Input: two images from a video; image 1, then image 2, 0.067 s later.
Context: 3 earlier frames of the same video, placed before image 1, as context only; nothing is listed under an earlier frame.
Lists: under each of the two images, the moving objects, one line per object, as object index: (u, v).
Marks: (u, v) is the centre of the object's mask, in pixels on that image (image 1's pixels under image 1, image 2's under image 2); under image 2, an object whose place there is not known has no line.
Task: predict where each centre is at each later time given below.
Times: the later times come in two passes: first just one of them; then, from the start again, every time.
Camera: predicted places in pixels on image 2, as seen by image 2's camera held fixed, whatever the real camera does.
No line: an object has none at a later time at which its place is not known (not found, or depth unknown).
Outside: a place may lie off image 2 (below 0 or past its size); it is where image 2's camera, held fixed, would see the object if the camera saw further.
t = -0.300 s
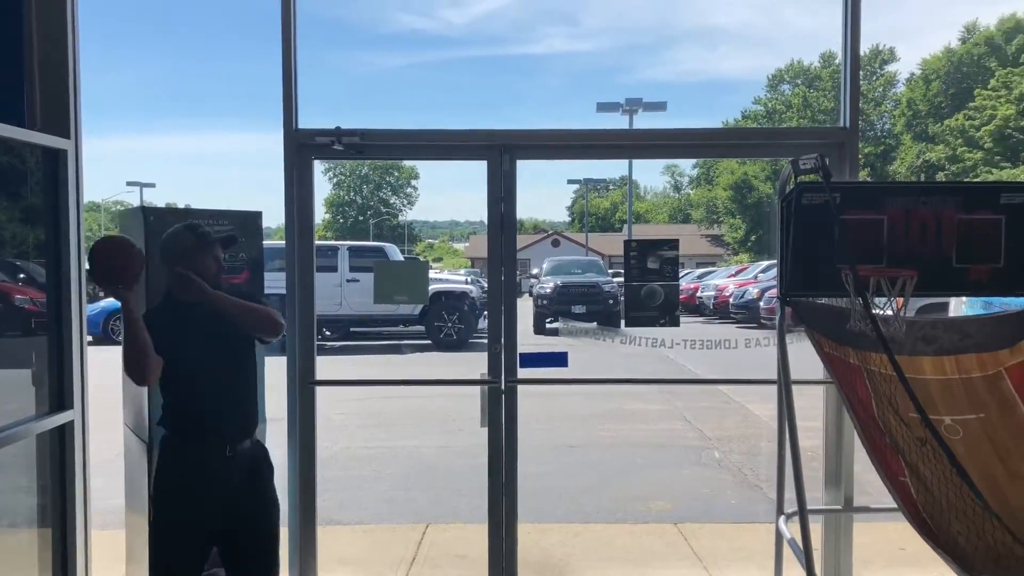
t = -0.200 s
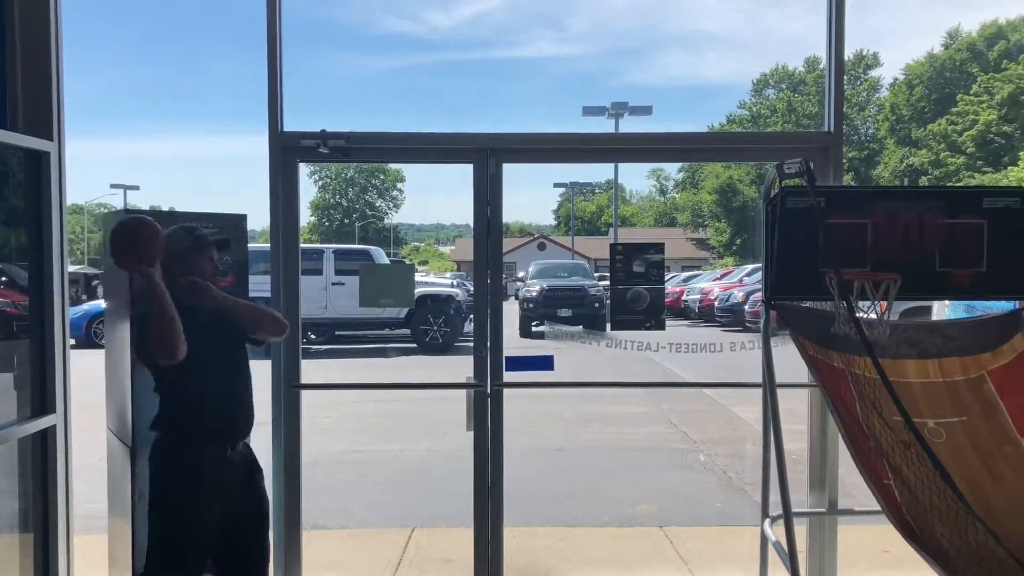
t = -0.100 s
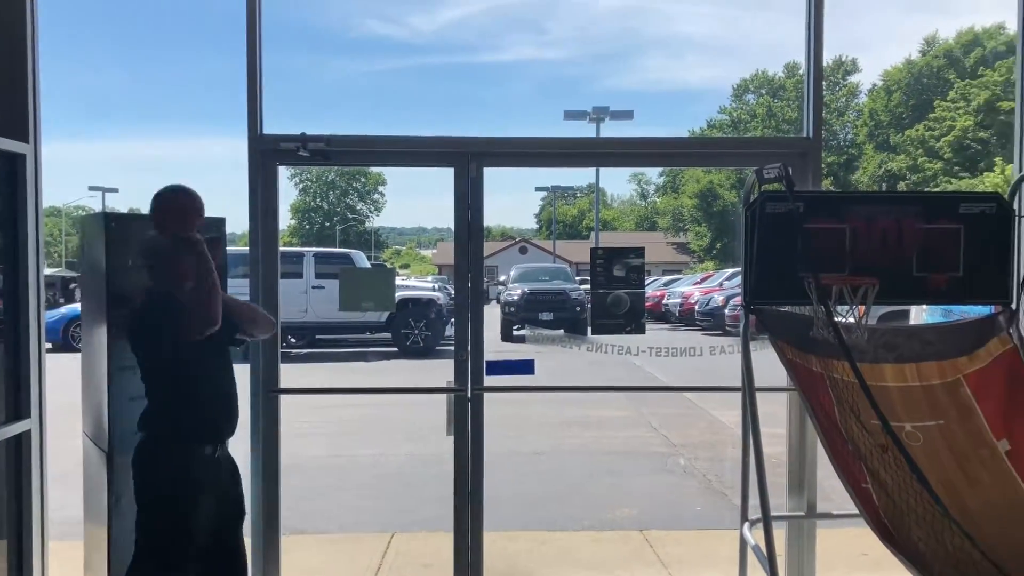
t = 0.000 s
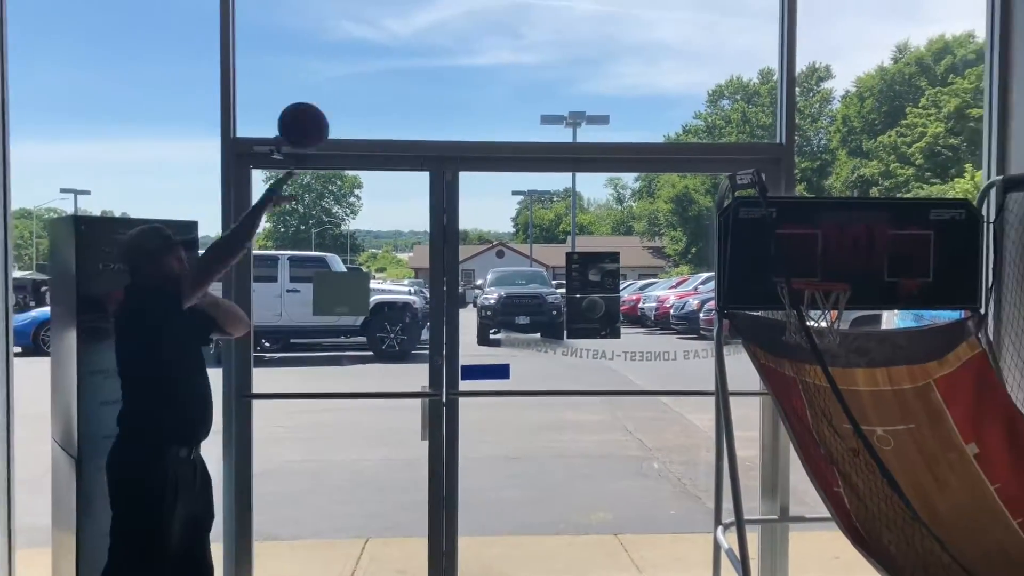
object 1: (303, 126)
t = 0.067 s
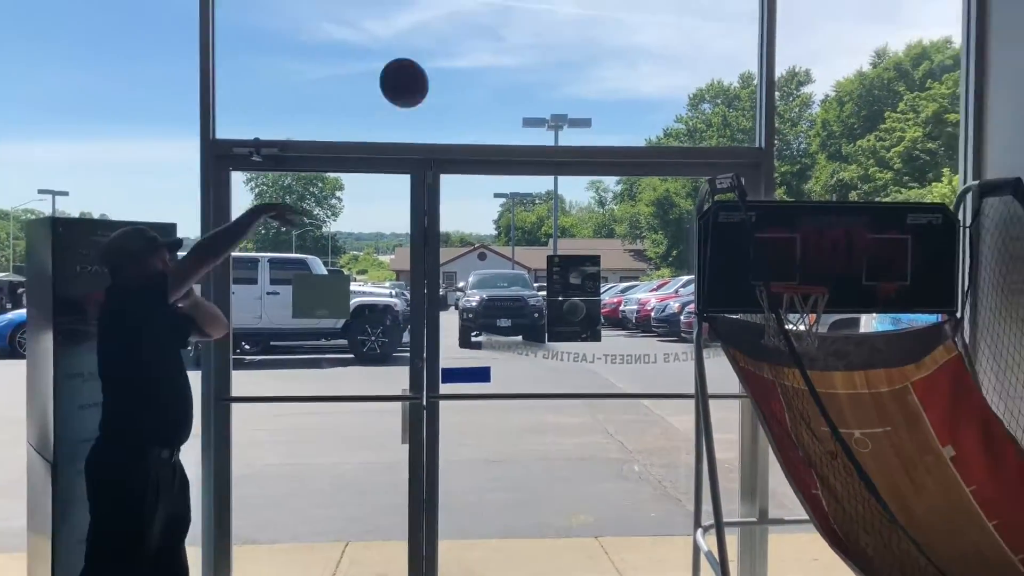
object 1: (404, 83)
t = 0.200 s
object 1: (622, 32)
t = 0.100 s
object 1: (461, 66)
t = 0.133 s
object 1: (516, 51)
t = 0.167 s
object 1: (570, 40)
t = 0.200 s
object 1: (622, 32)
